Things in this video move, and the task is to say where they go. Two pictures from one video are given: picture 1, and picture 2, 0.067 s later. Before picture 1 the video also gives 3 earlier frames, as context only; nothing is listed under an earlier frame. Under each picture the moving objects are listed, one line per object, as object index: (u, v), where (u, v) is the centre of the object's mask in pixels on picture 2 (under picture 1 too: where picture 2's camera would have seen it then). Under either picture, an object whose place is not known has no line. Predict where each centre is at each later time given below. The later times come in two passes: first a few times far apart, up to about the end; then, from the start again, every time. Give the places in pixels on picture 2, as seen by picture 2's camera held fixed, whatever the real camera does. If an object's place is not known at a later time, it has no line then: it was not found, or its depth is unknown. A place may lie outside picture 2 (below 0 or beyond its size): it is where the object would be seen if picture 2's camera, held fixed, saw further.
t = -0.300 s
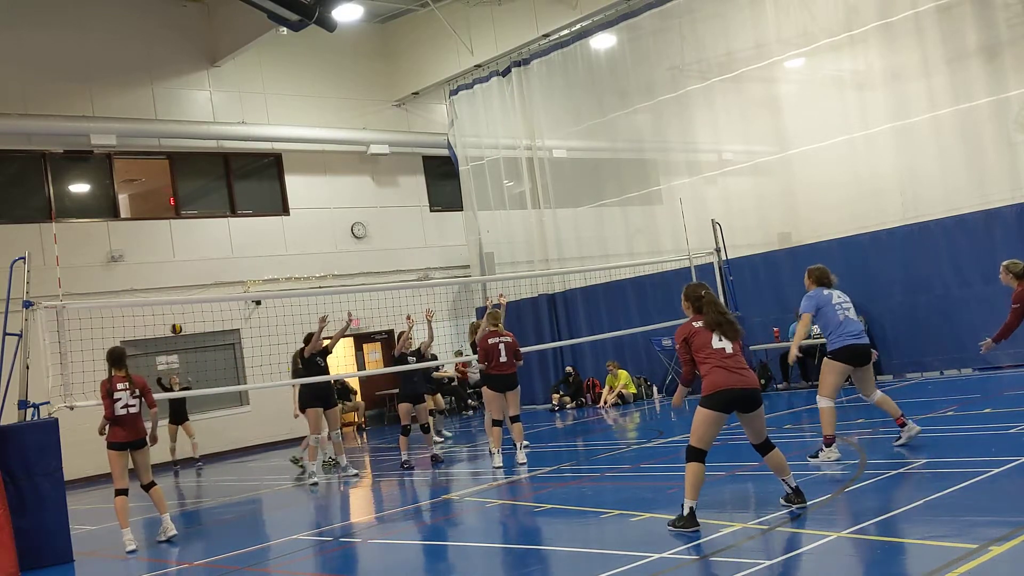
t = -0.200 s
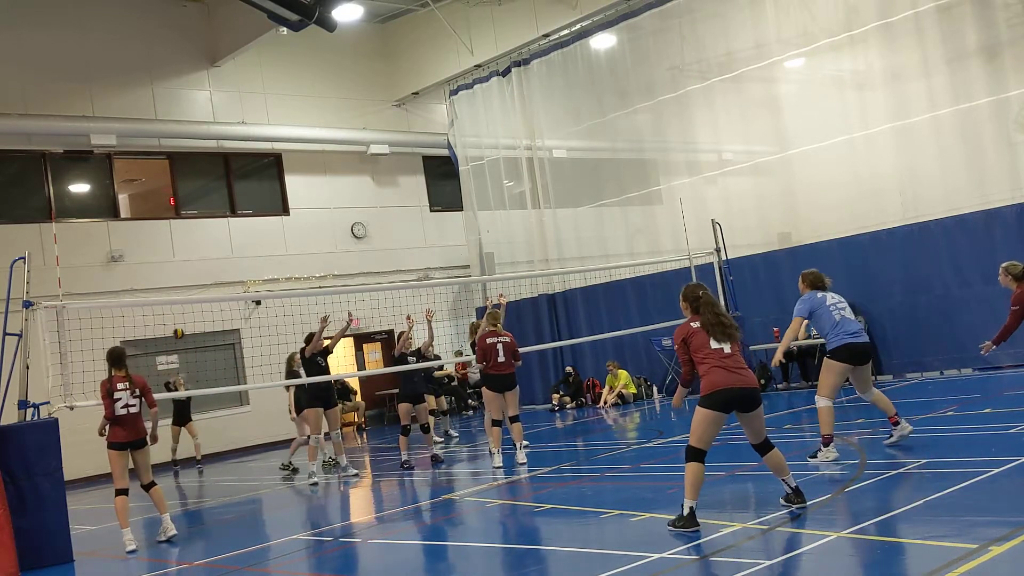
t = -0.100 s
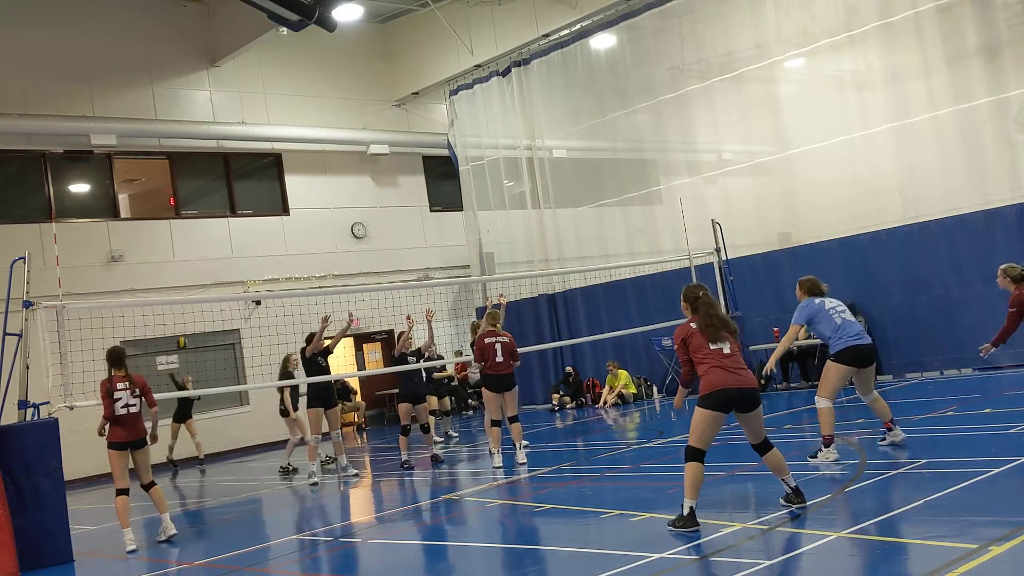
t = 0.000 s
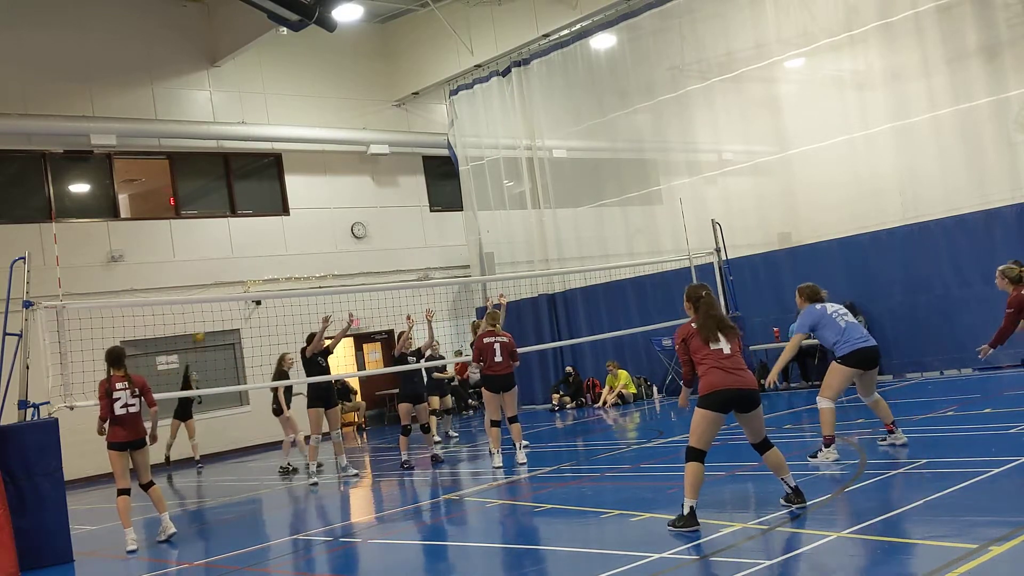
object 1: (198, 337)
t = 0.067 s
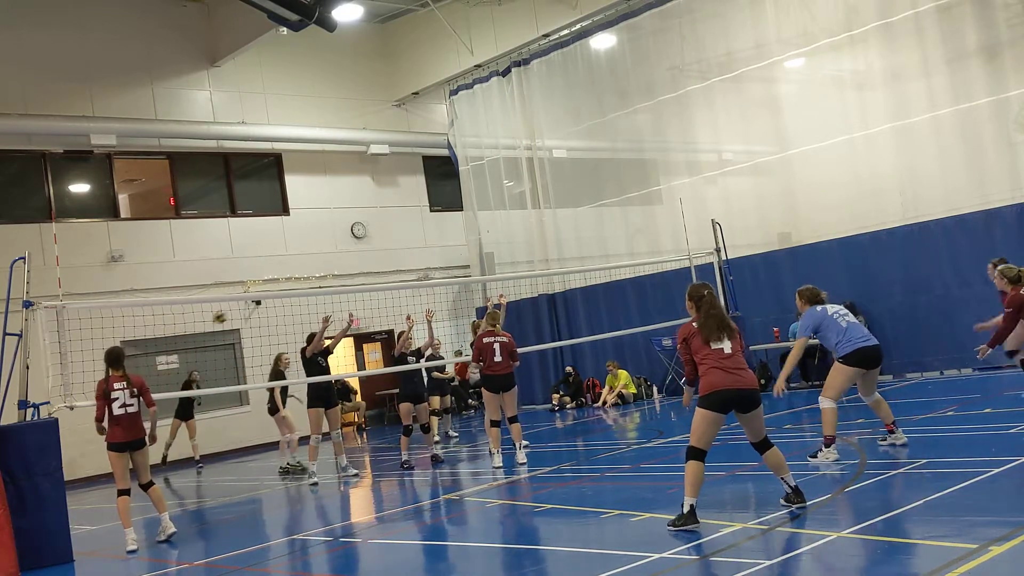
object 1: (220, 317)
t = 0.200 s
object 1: (270, 278)
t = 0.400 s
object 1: (364, 235)
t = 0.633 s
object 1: (510, 215)
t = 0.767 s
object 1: (618, 226)
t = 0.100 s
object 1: (232, 307)
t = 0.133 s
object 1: (244, 290)
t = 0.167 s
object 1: (257, 286)
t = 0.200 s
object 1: (270, 278)
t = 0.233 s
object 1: (284, 270)
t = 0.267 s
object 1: (299, 261)
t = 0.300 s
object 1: (315, 254)
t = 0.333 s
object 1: (330, 247)
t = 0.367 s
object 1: (346, 241)
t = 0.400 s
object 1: (364, 235)
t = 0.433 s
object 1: (383, 229)
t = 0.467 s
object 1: (400, 225)
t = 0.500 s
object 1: (420, 221)
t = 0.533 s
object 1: (441, 219)
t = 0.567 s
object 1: (462, 216)
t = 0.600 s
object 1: (485, 216)
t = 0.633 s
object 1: (510, 215)
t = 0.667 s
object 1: (535, 216)
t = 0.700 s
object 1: (561, 218)
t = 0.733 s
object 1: (588, 221)
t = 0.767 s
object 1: (618, 226)
